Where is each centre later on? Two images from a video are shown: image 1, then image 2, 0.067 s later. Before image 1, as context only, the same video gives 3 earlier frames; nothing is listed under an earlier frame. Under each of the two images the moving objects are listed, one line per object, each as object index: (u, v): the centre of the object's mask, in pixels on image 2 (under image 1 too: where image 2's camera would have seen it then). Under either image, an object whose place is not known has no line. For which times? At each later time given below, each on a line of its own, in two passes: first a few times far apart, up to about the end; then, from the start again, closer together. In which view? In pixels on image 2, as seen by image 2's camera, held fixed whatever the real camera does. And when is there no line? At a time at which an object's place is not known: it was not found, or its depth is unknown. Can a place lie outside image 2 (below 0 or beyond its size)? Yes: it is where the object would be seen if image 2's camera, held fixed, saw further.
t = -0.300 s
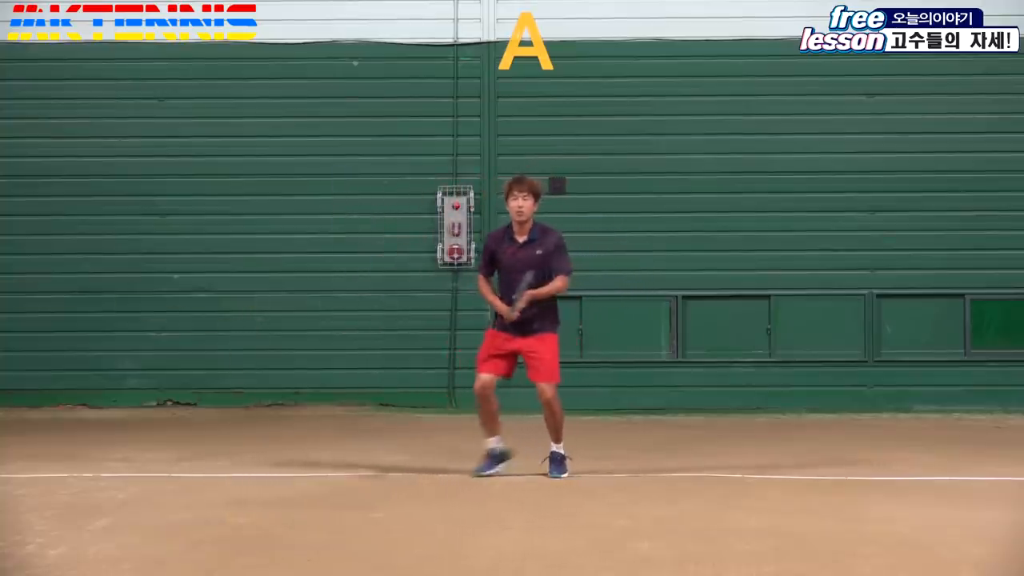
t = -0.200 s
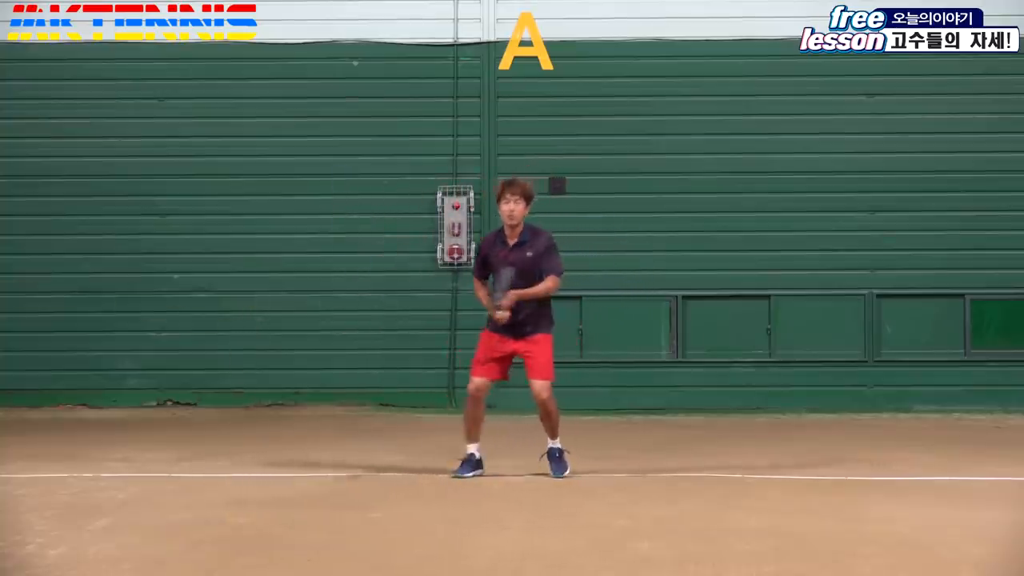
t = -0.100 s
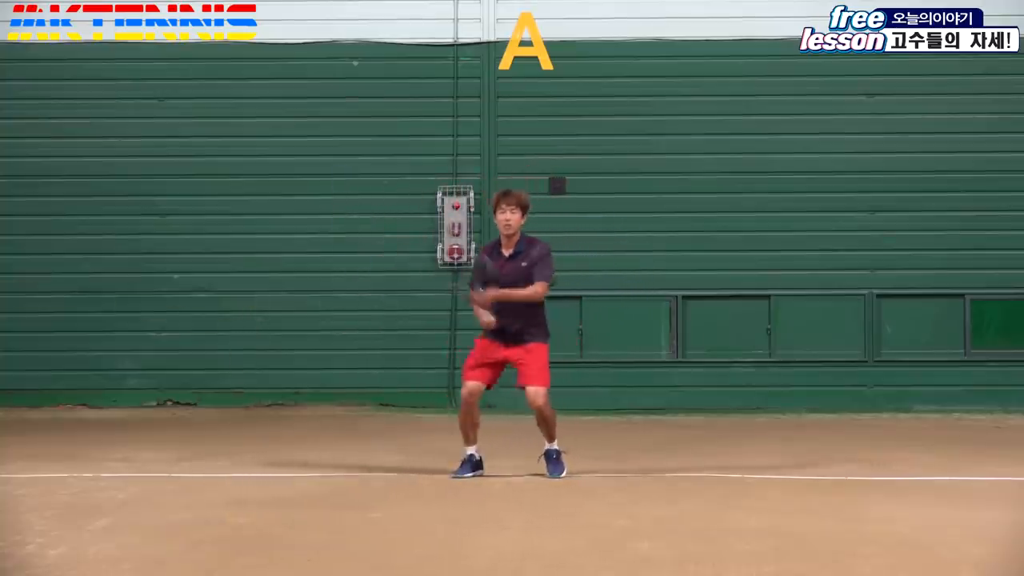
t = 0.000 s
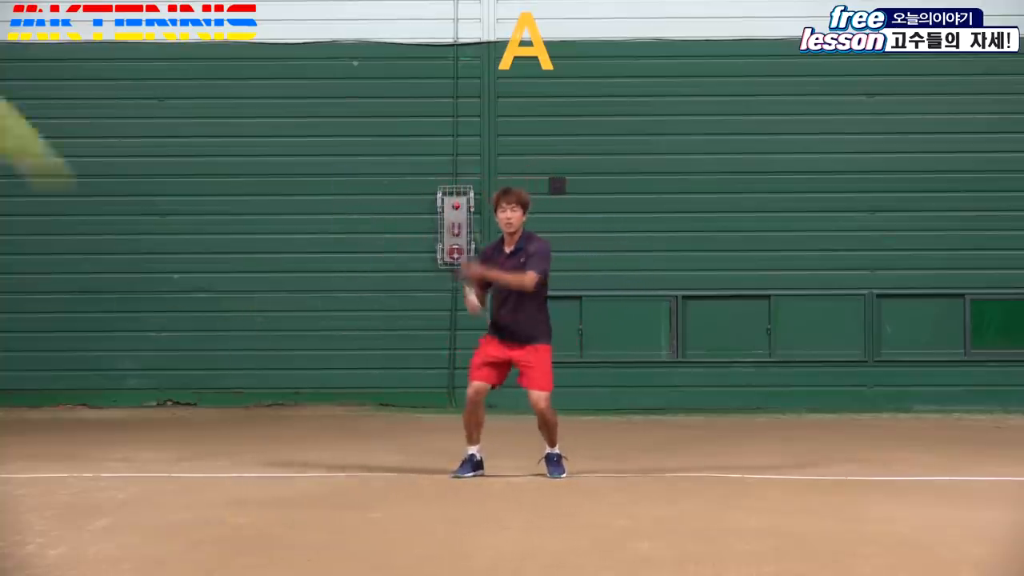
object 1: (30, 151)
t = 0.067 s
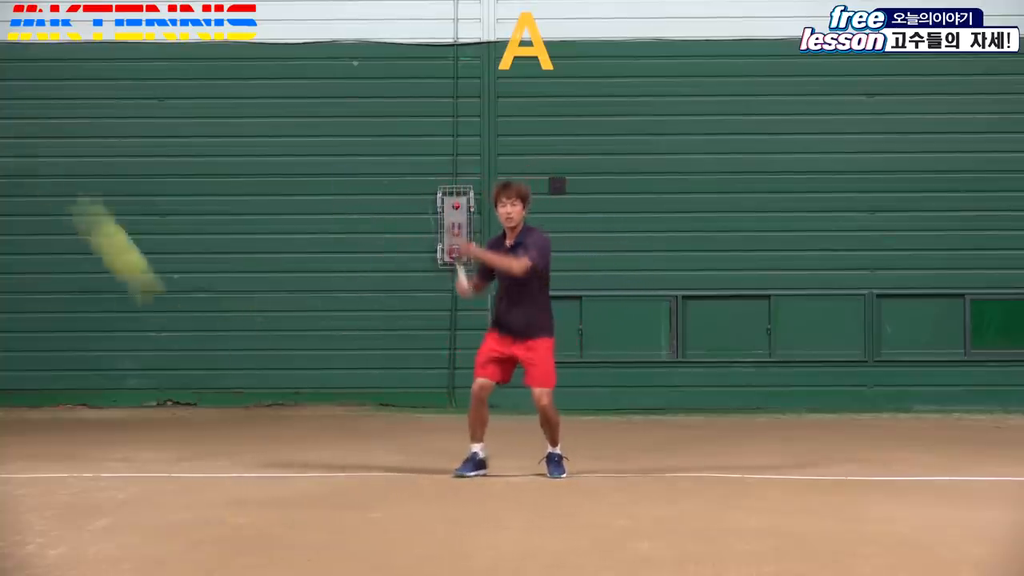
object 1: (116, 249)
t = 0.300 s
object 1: (288, 547)
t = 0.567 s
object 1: (324, 365)
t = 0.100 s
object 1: (157, 302)
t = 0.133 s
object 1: (189, 348)
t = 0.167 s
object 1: (216, 393)
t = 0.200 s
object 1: (237, 429)
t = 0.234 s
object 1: (257, 471)
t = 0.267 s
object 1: (273, 511)
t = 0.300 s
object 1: (288, 547)
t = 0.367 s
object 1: (306, 545)
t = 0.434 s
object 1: (313, 465)
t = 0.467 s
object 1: (316, 435)
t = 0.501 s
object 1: (319, 406)
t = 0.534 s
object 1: (321, 384)
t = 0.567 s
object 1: (324, 365)
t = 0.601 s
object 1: (326, 349)
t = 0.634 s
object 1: (329, 336)
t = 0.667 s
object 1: (331, 327)
